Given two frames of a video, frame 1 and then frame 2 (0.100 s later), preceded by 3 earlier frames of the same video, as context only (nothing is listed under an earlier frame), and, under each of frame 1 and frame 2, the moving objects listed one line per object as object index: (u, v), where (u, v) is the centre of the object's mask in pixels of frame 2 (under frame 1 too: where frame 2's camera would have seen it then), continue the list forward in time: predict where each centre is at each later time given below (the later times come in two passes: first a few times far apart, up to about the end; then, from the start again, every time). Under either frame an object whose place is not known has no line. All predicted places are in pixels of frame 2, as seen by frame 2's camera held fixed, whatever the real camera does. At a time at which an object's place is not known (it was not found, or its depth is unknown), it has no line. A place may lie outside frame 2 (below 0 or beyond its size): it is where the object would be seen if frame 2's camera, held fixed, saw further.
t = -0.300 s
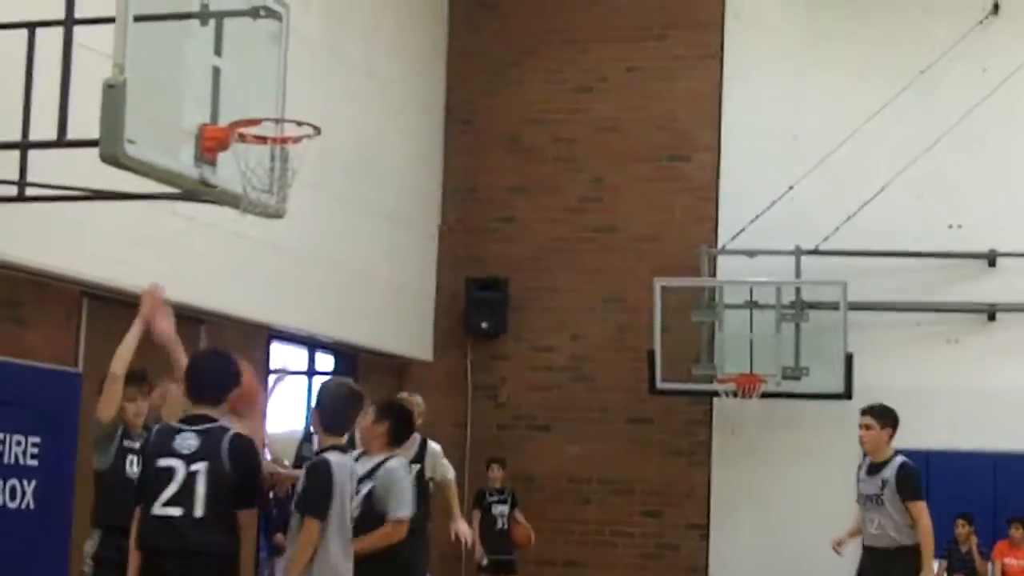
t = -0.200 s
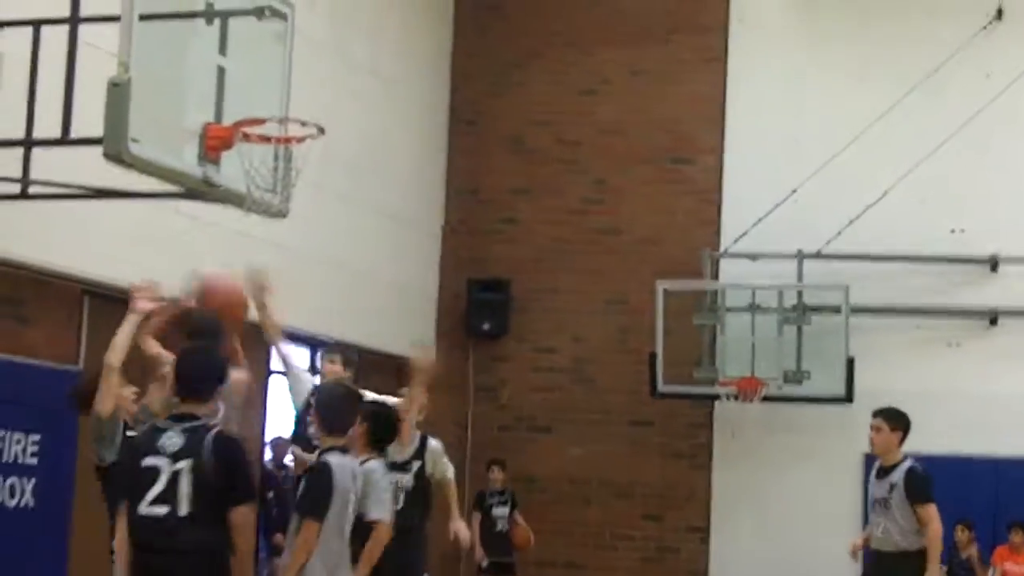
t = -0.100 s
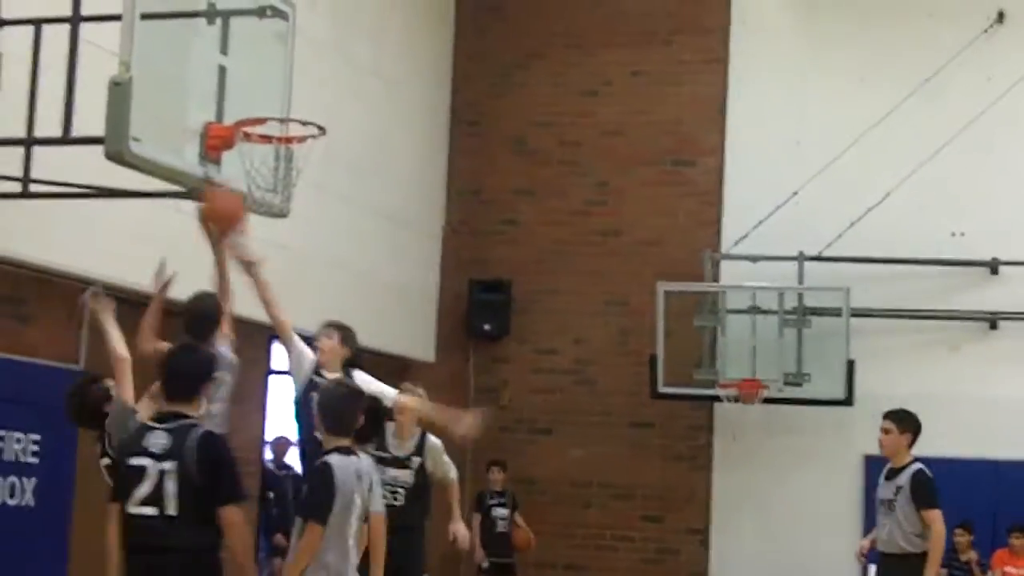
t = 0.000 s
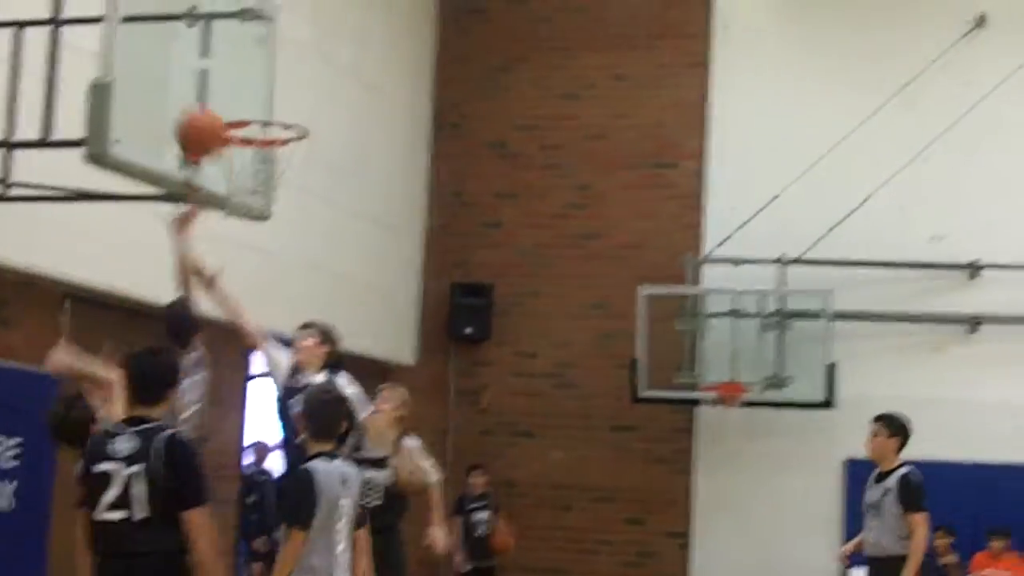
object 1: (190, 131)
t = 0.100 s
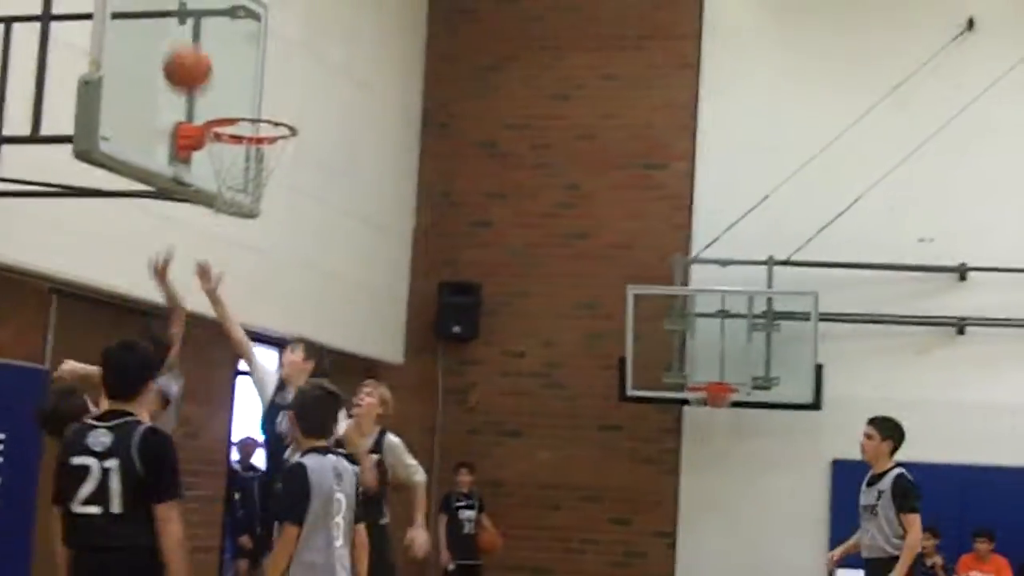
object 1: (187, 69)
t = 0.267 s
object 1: (178, 20)
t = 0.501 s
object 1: (223, 43)
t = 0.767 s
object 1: (271, 175)
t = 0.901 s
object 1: (257, 214)
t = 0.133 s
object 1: (186, 53)
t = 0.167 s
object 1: (184, 40)
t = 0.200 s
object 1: (183, 30)
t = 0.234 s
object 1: (181, 24)
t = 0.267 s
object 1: (178, 20)
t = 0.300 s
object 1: (177, 18)
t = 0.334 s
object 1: (180, 17)
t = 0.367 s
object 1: (188, 18)
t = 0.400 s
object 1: (197, 20)
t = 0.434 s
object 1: (206, 24)
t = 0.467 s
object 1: (214, 32)
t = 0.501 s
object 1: (223, 43)
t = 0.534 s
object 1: (231, 54)
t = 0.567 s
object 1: (239, 68)
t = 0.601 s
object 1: (247, 84)
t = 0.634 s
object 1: (254, 99)
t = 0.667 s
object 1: (261, 121)
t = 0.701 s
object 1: (270, 144)
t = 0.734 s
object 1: (273, 163)
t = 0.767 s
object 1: (271, 175)
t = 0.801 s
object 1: (269, 183)
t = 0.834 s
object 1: (266, 191)
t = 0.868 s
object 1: (262, 201)
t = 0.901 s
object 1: (257, 214)
